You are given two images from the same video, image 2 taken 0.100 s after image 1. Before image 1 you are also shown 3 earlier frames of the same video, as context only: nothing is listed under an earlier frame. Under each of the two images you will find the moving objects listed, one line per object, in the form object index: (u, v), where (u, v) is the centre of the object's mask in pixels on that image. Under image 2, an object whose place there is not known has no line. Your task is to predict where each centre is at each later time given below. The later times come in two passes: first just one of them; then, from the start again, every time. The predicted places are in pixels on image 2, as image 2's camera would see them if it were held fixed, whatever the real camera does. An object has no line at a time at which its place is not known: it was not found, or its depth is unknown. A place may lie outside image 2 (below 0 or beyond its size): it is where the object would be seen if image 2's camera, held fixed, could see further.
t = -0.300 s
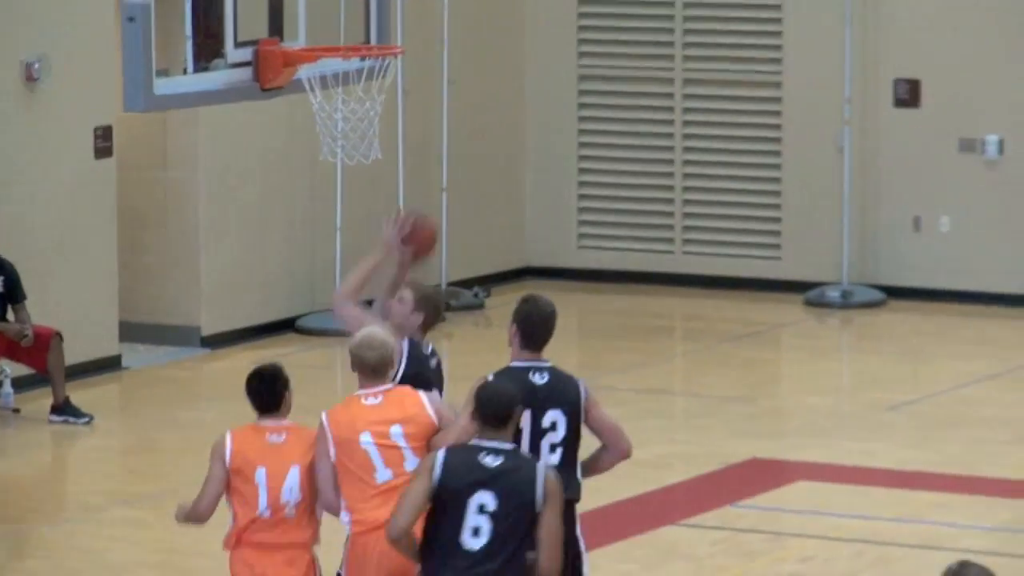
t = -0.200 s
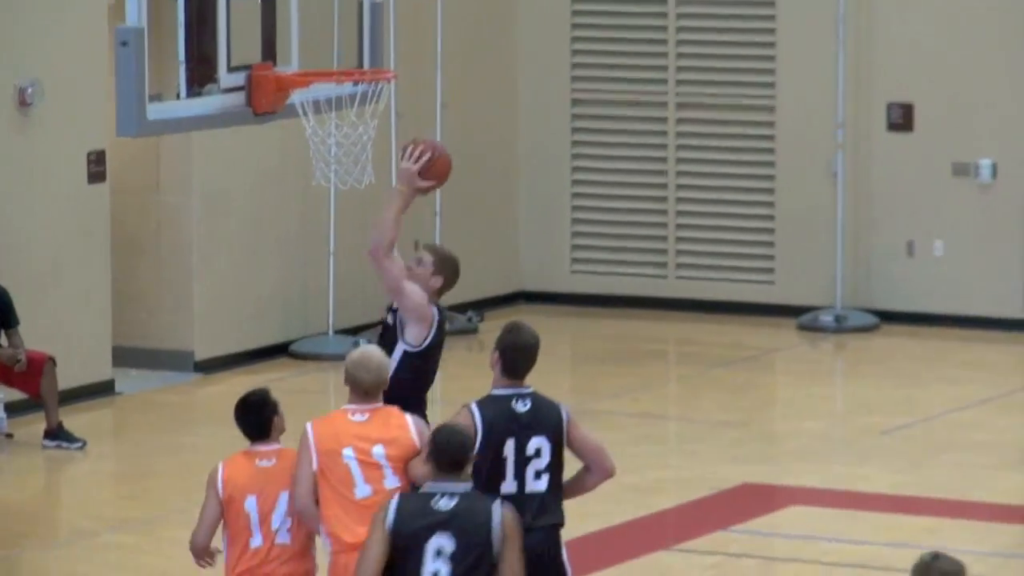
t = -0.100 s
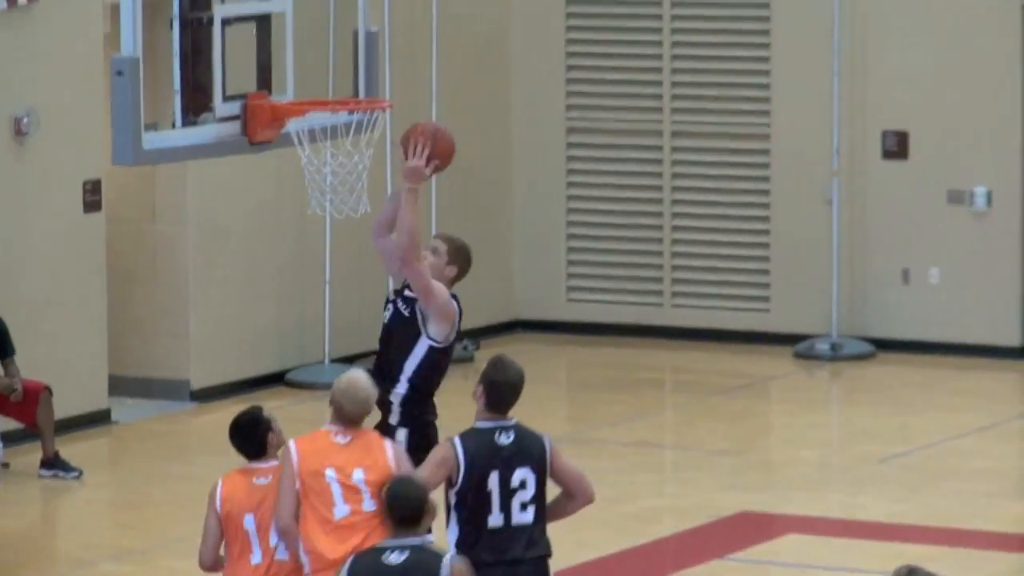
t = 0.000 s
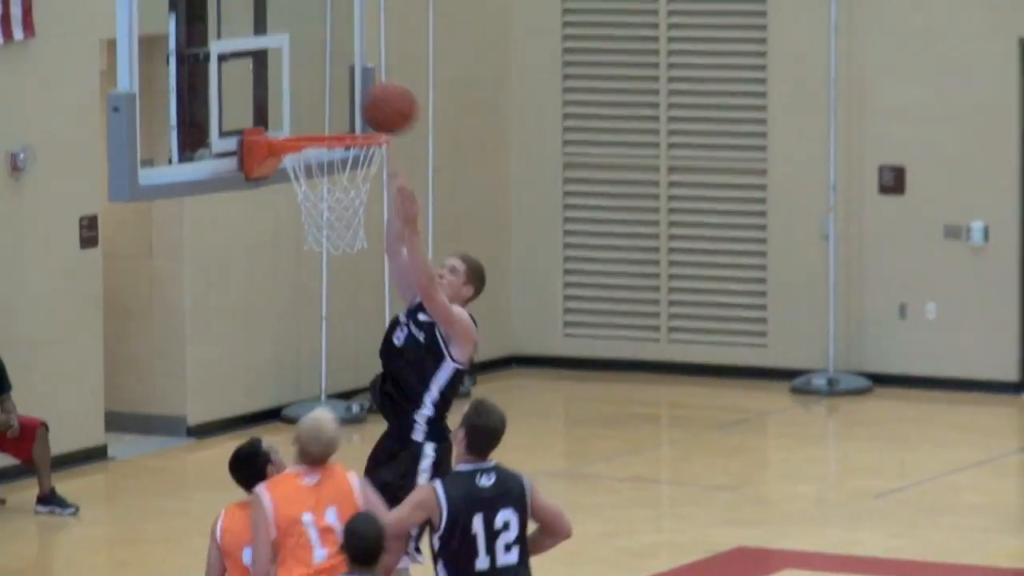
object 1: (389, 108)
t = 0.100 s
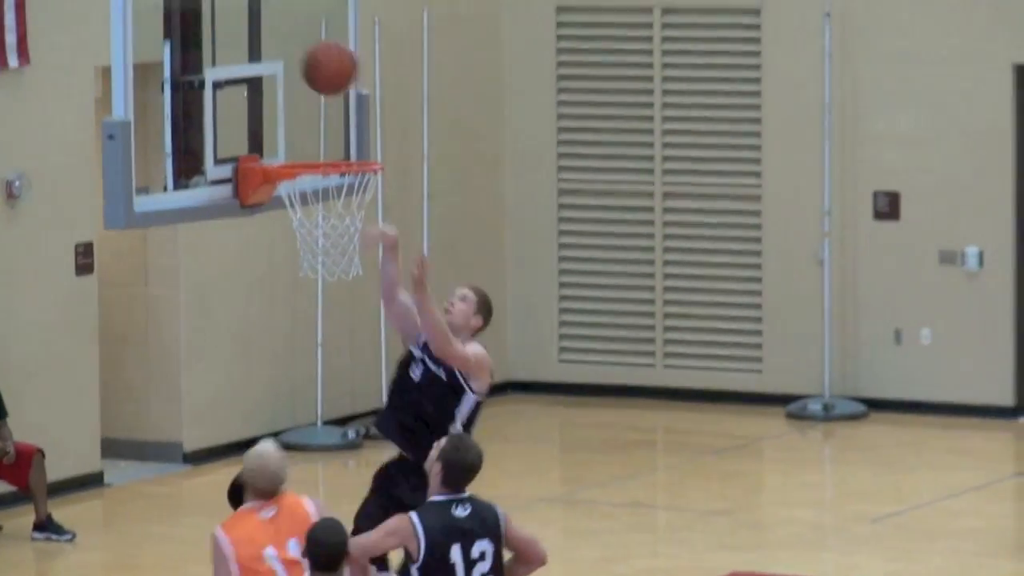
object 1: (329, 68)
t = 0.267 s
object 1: (324, 46)
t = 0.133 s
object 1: (320, 55)
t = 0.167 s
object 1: (321, 50)
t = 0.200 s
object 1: (321, 45)
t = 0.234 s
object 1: (323, 43)
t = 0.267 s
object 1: (324, 46)
